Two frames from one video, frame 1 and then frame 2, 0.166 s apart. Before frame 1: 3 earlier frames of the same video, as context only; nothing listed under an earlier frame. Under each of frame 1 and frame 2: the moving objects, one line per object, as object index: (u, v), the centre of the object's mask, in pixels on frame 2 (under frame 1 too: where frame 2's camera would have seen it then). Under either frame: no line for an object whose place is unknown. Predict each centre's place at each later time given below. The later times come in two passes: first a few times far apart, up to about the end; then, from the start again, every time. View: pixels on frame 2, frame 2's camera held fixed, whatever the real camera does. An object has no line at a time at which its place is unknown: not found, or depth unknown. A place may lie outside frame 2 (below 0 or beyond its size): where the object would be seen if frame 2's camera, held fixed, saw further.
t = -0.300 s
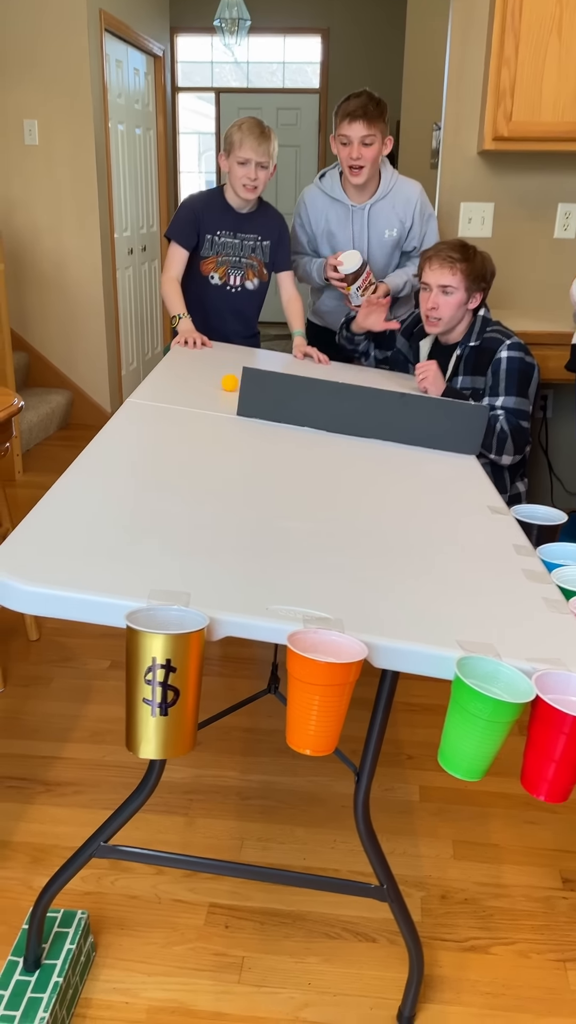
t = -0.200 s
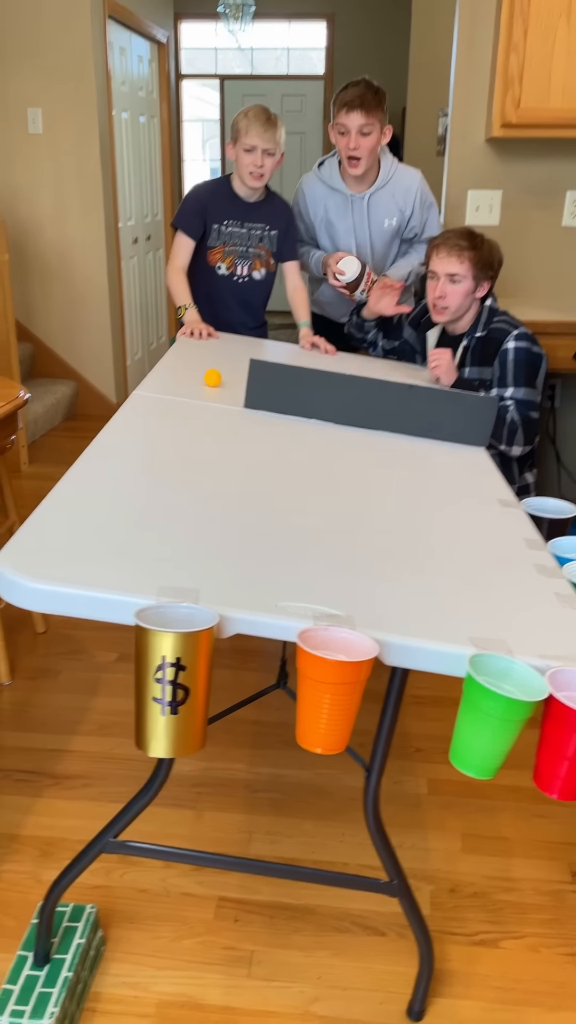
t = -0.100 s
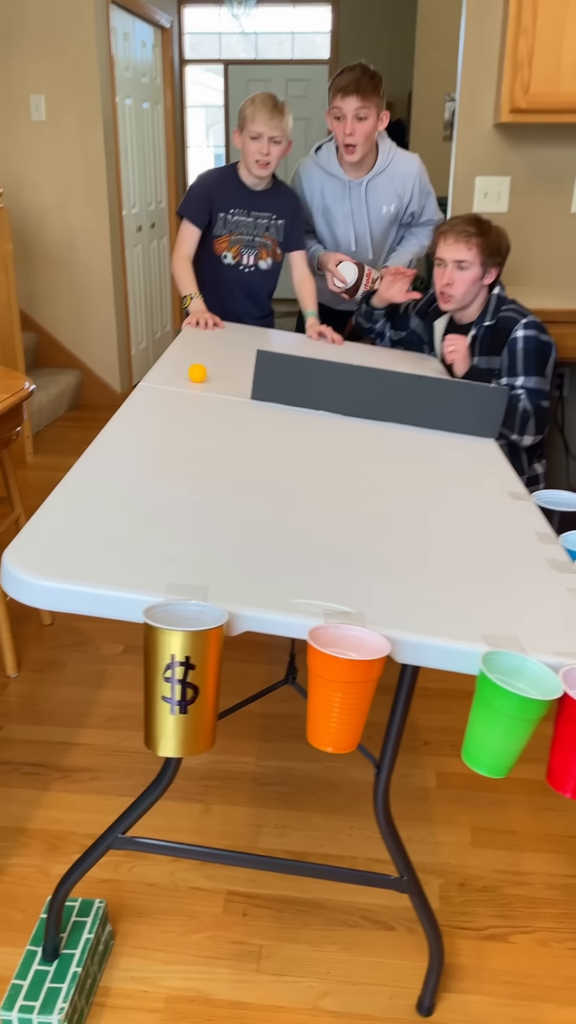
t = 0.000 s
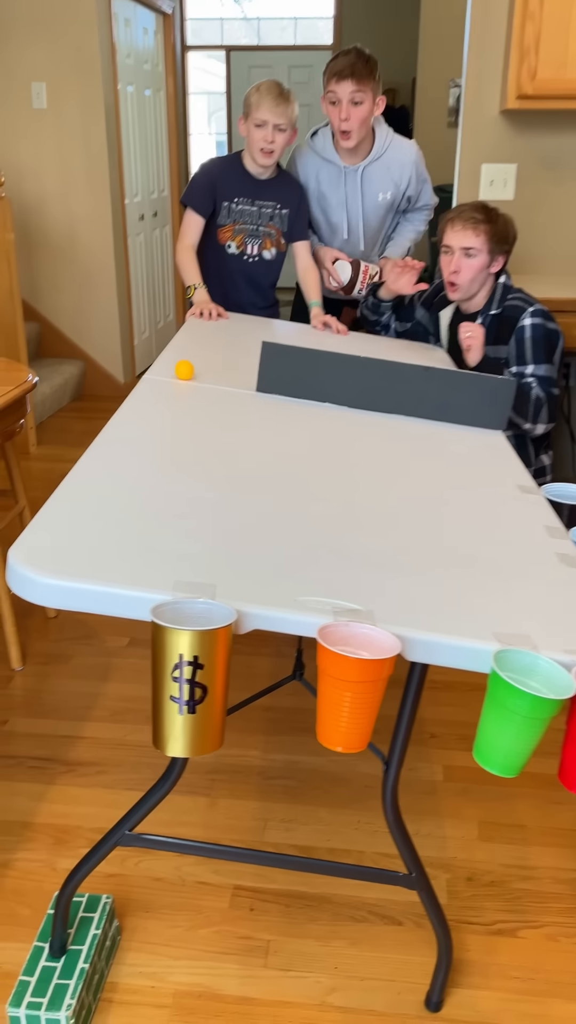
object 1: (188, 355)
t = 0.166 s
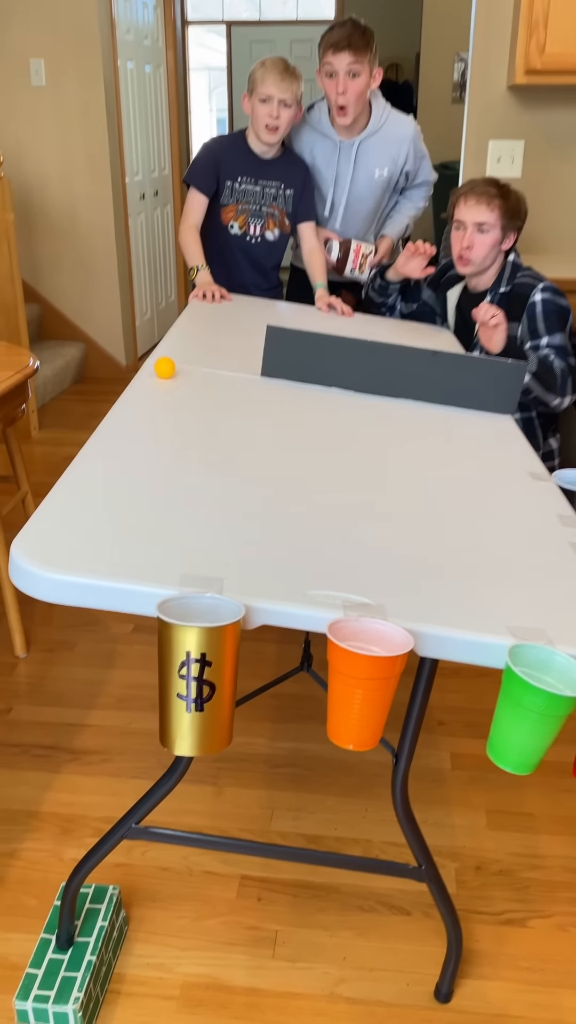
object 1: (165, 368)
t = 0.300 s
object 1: (154, 380)
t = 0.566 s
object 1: (156, 412)
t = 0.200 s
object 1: (161, 371)
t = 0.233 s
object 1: (158, 374)
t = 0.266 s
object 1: (156, 377)
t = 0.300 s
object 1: (154, 380)
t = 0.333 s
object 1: (152, 383)
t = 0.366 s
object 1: (151, 387)
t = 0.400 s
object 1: (150, 391)
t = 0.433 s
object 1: (150, 395)
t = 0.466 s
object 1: (151, 399)
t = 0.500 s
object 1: (152, 403)
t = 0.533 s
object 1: (153, 407)
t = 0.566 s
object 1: (156, 412)
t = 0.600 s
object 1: (159, 416)
